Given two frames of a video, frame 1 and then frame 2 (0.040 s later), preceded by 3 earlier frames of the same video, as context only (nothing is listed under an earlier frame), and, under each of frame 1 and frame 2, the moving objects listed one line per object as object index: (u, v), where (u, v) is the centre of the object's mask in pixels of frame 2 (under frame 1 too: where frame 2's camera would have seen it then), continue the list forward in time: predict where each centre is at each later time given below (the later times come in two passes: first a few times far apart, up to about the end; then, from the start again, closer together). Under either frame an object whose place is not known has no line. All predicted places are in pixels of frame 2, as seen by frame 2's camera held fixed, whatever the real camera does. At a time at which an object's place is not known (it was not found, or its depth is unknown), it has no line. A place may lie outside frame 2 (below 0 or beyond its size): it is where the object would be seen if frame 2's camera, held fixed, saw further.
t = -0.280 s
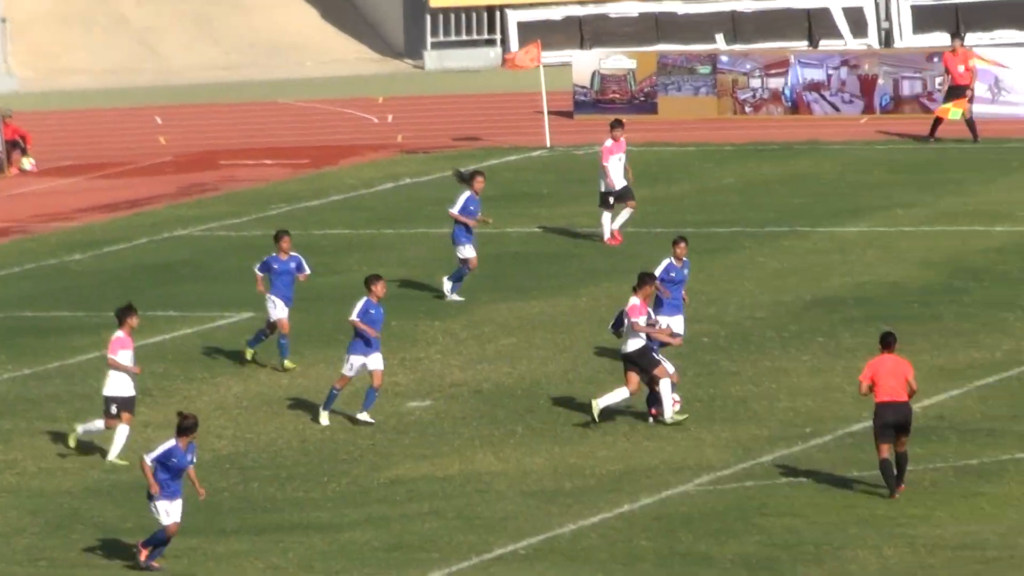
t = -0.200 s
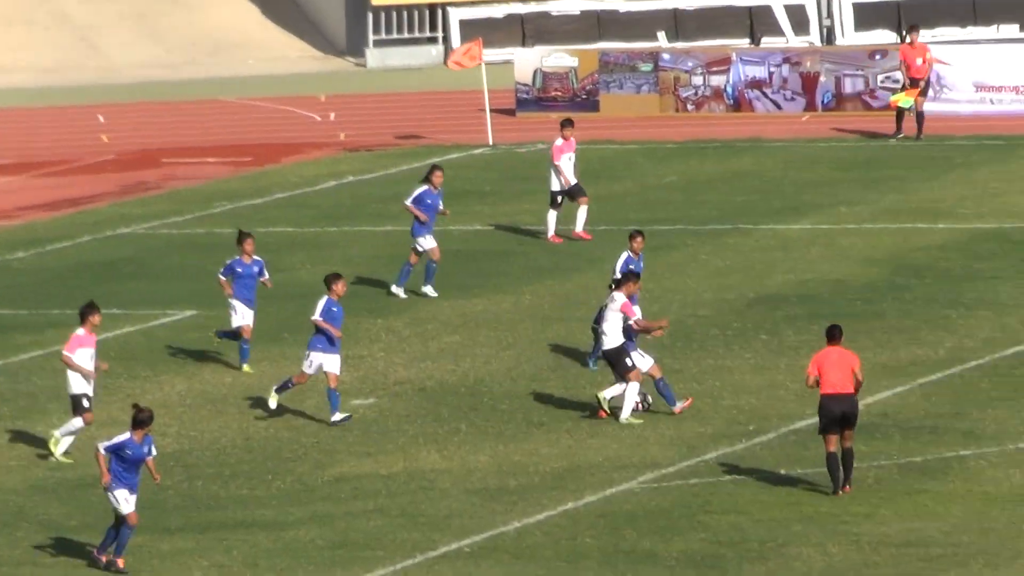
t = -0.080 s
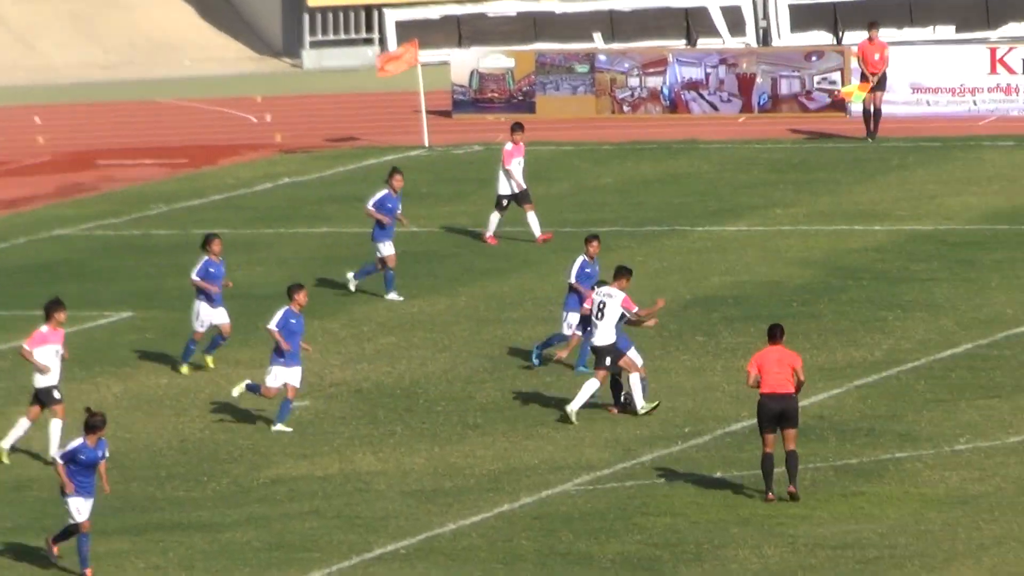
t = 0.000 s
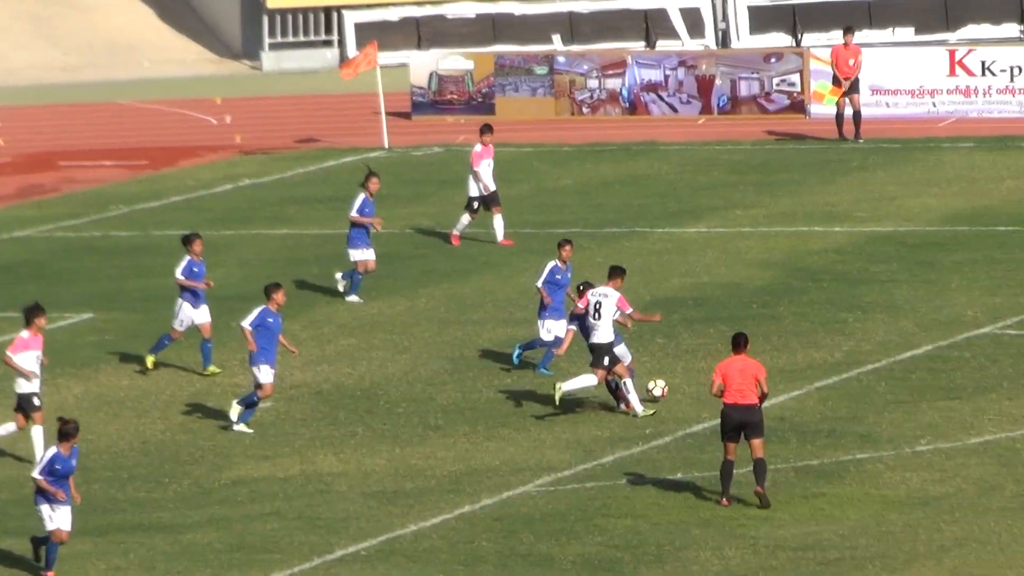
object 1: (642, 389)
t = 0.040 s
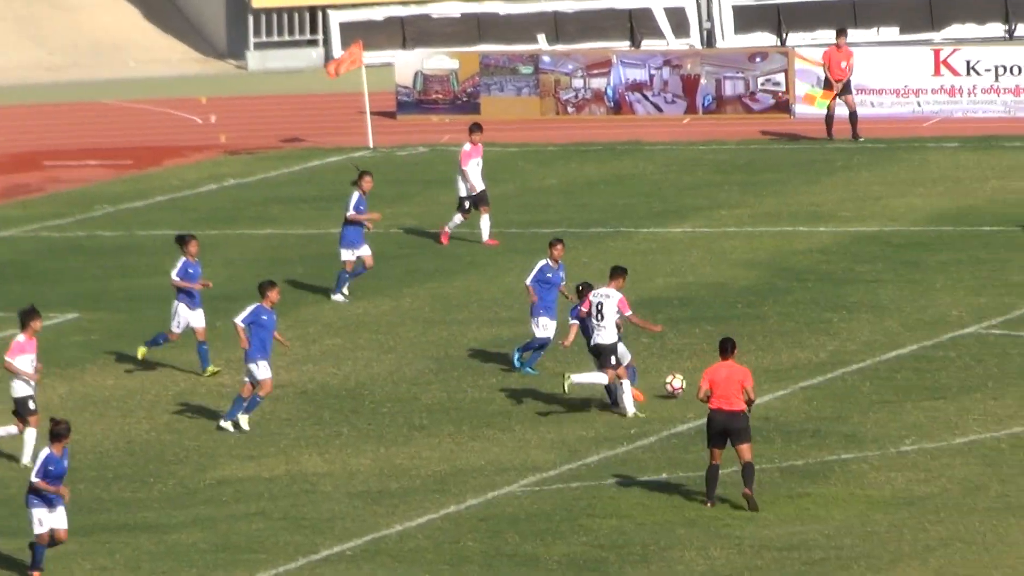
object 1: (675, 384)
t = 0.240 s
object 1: (825, 368)
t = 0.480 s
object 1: (976, 353)
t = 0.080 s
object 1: (702, 380)
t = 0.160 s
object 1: (769, 377)
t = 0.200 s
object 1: (797, 371)
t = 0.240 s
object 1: (825, 368)
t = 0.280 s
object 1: (852, 366)
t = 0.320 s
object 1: (879, 365)
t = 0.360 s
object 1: (904, 361)
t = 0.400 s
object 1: (928, 357)
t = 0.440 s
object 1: (952, 355)
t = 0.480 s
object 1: (976, 353)
